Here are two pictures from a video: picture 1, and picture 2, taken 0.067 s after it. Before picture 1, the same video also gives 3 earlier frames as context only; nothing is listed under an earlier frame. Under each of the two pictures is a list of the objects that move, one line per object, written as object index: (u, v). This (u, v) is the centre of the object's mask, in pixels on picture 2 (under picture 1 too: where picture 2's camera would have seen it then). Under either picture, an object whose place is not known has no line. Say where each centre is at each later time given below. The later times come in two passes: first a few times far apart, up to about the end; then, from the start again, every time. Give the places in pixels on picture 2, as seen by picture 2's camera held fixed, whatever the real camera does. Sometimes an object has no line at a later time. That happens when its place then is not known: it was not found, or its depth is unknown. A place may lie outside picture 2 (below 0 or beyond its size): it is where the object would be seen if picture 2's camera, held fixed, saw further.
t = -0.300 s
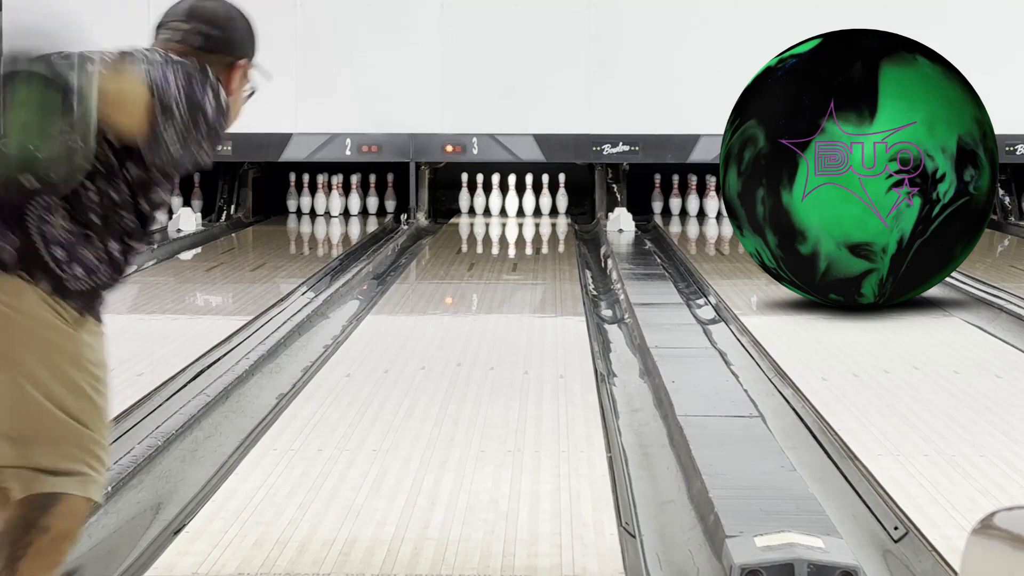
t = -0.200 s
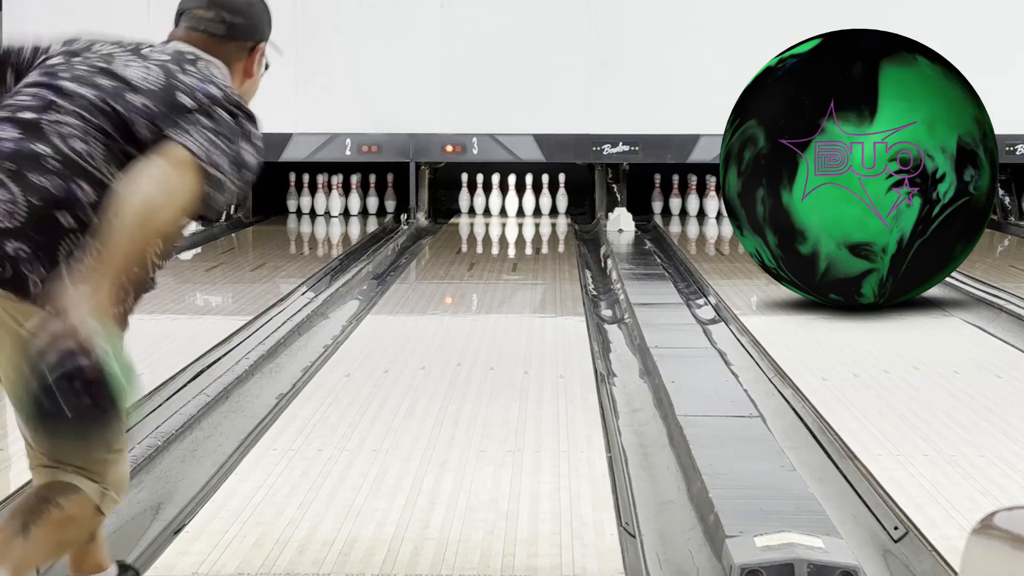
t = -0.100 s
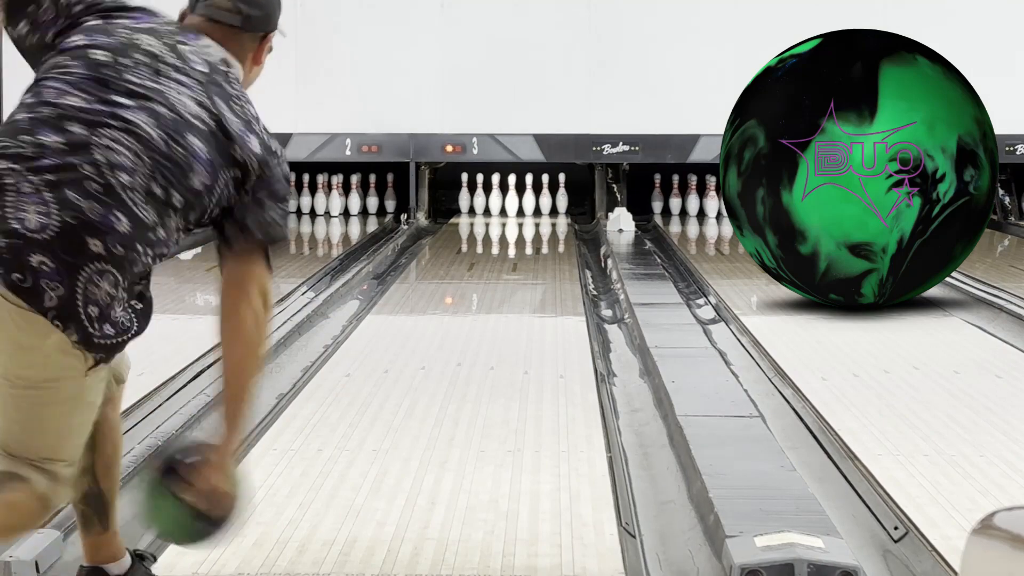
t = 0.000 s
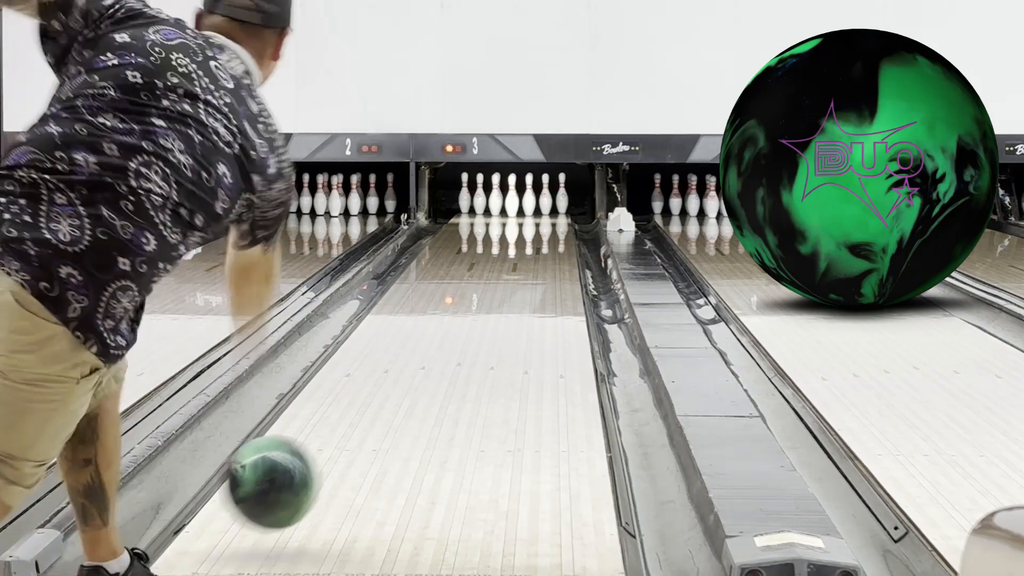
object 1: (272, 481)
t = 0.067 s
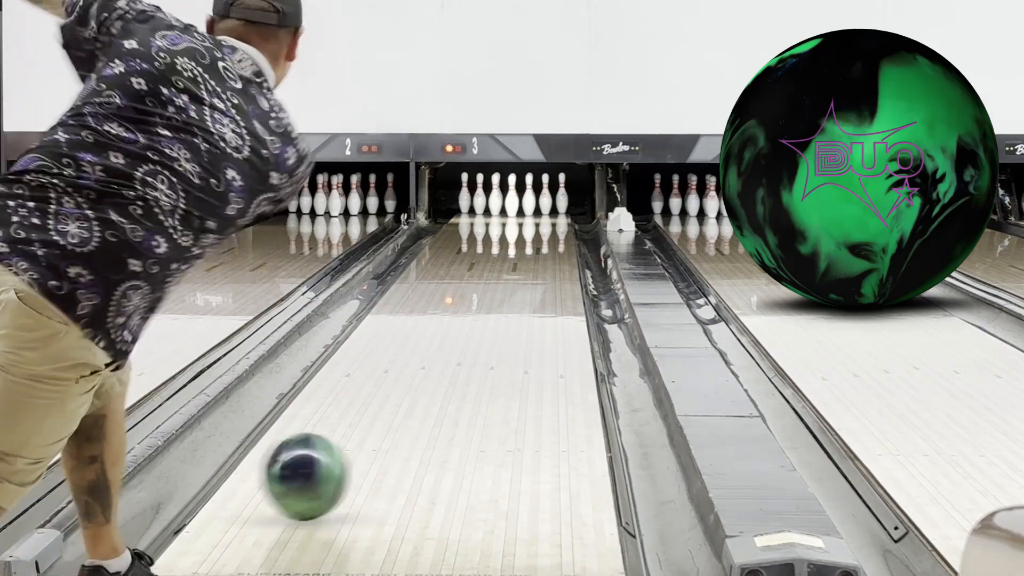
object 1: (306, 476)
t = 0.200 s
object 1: (360, 426)
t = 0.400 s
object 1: (416, 370)
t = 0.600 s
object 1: (456, 332)
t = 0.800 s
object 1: (484, 303)
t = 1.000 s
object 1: (506, 280)
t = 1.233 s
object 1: (524, 259)
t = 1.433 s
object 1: (535, 245)
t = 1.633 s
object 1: (543, 234)
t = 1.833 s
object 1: (546, 224)
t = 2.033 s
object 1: (542, 216)
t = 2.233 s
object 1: (531, 210)
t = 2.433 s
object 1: (521, 205)
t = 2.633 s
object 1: (520, 202)
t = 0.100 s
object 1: (321, 462)
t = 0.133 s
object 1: (335, 450)
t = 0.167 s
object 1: (348, 438)
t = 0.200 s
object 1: (360, 426)
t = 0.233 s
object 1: (371, 415)
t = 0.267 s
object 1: (381, 405)
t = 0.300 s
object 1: (391, 396)
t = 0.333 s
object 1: (400, 386)
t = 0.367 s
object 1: (408, 378)
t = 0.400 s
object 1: (416, 370)
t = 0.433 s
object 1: (424, 363)
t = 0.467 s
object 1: (431, 356)
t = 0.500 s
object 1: (438, 349)
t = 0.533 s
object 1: (444, 343)
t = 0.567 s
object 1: (450, 337)
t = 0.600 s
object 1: (456, 332)
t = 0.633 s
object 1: (461, 326)
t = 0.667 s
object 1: (466, 322)
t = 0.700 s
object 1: (471, 316)
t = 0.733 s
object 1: (476, 312)
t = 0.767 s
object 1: (480, 307)
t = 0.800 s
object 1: (484, 303)
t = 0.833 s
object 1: (488, 298)
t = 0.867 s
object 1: (492, 294)
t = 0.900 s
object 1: (496, 290)
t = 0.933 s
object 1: (499, 286)
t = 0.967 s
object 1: (502, 283)
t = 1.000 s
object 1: (506, 280)
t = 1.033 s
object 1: (508, 276)
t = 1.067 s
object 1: (511, 273)
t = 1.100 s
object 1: (514, 270)
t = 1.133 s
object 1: (517, 268)
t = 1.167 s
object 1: (519, 264)
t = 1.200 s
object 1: (522, 262)
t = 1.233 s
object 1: (524, 259)
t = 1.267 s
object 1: (526, 257)
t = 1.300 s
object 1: (528, 254)
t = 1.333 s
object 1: (530, 252)
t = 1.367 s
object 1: (532, 249)
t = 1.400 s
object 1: (533, 247)
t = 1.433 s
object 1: (535, 245)
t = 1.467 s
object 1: (536, 243)
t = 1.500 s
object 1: (538, 241)
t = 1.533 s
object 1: (539, 239)
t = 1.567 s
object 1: (541, 237)
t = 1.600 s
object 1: (542, 236)
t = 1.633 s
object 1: (543, 234)
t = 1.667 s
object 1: (544, 232)
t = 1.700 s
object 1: (544, 230)
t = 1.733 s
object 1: (545, 229)
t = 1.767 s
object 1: (546, 227)
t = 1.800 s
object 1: (546, 225)
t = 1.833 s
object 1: (546, 224)
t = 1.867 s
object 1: (546, 223)
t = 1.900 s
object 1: (546, 222)
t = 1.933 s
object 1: (545, 220)
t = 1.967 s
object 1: (544, 219)
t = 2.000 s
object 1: (543, 218)
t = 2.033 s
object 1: (542, 216)
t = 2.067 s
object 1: (540, 215)
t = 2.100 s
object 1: (539, 214)
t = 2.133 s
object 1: (538, 213)
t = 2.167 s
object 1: (536, 212)
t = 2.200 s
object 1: (534, 211)
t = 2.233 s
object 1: (531, 210)
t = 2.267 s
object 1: (529, 210)
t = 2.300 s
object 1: (527, 208)
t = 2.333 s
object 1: (525, 207)
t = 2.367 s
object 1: (522, 206)
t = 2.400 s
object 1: (522, 205)
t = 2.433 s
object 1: (521, 205)
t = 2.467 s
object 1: (520, 204)
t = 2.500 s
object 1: (520, 203)
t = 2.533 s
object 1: (520, 203)
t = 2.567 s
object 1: (519, 203)
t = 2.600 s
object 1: (518, 203)
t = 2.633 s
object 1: (520, 202)
